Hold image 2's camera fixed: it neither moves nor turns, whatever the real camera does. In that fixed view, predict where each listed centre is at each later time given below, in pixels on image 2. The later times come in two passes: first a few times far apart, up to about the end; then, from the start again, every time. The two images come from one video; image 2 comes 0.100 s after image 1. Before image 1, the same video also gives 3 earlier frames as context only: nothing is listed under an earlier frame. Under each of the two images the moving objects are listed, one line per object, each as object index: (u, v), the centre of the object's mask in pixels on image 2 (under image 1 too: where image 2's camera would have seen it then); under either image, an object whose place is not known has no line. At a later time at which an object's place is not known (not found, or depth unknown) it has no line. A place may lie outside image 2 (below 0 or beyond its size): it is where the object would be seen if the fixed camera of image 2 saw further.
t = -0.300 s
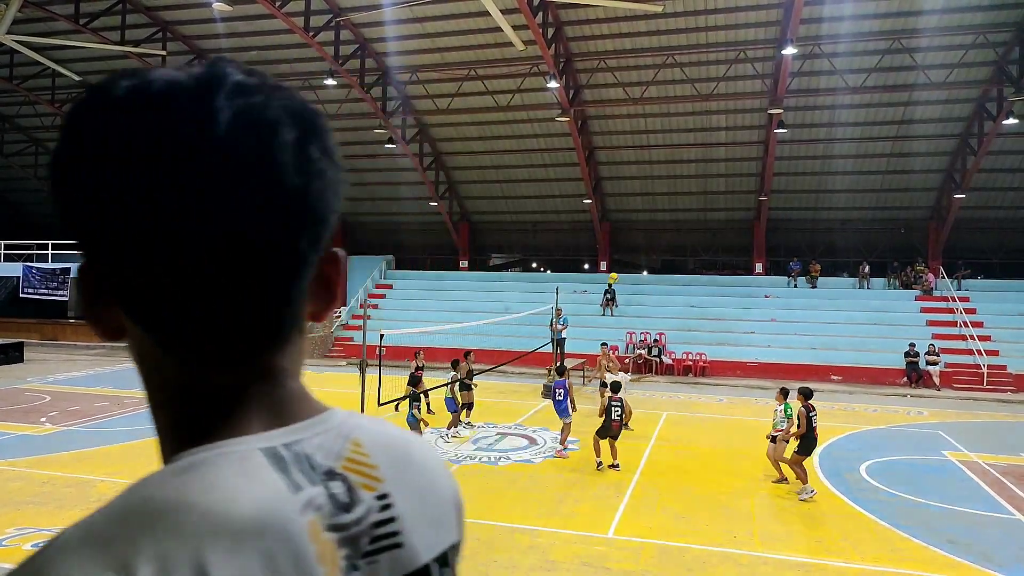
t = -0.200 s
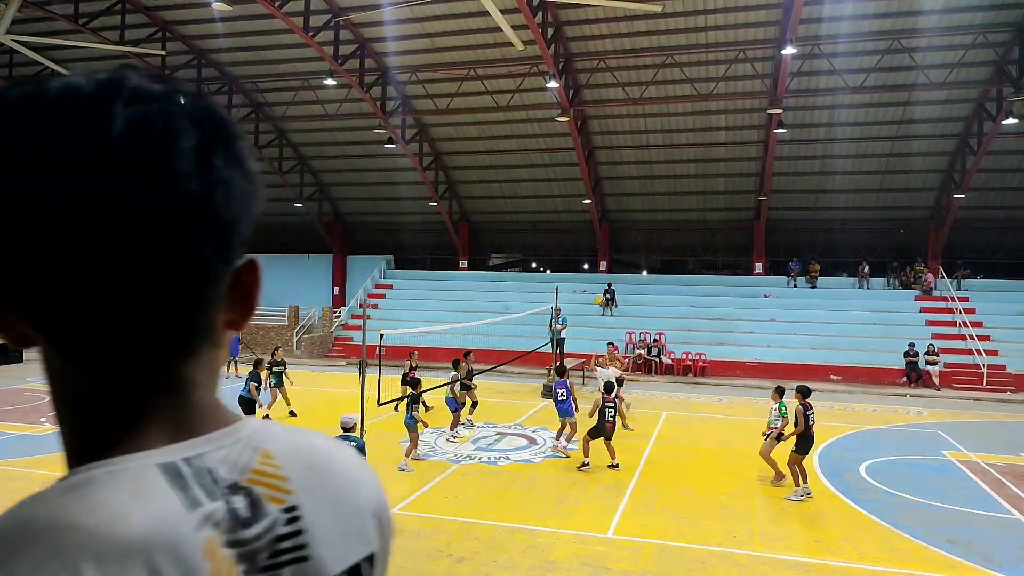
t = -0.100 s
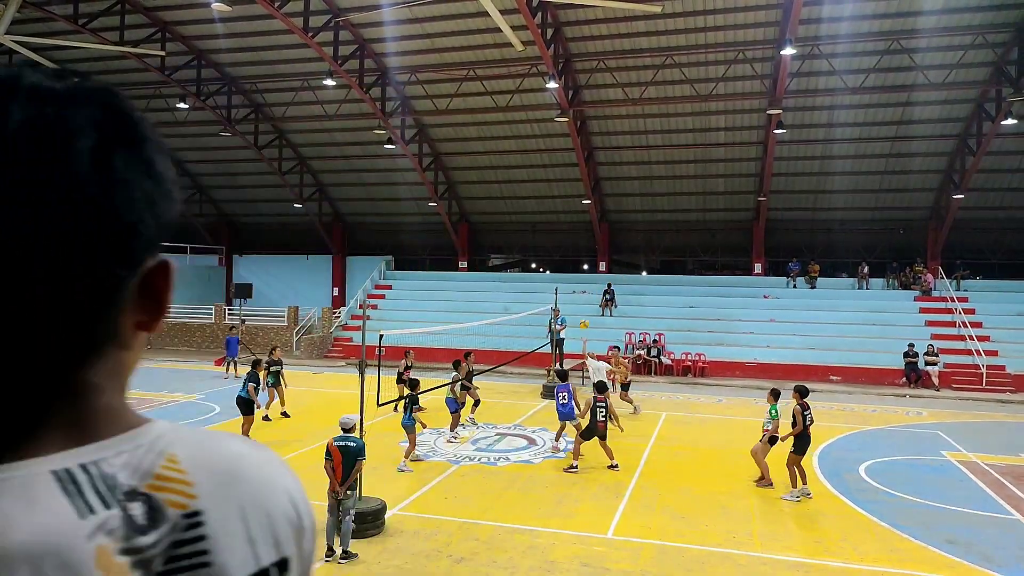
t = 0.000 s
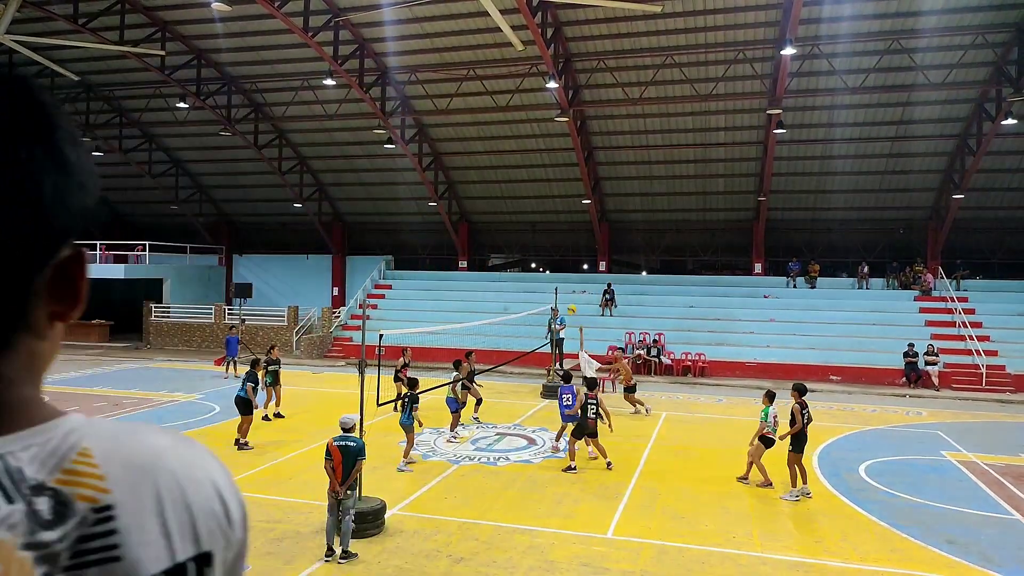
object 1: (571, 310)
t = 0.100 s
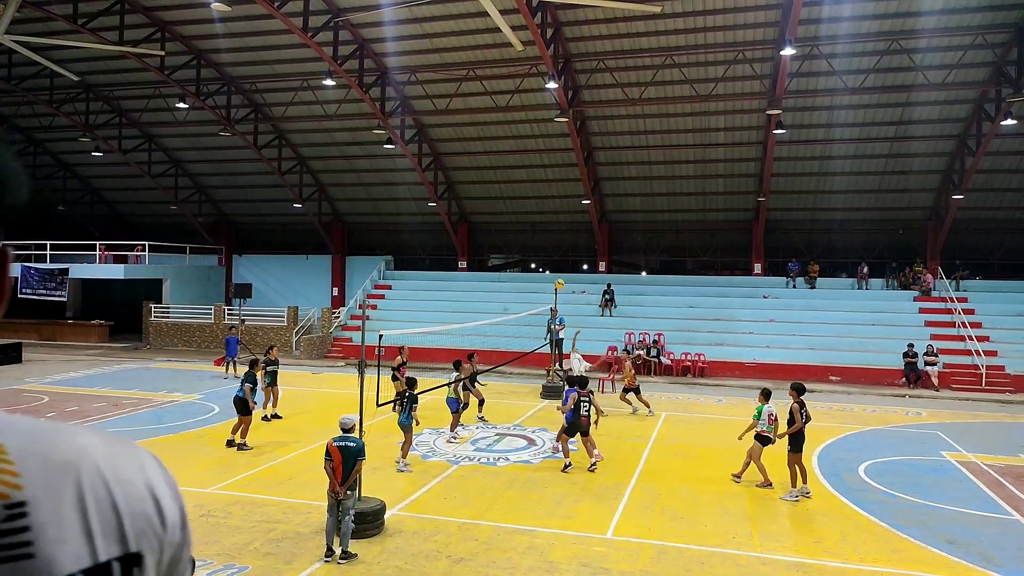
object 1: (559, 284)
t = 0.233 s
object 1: (543, 257)
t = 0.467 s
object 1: (514, 229)
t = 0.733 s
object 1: (480, 227)
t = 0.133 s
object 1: (555, 276)
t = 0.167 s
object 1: (551, 269)
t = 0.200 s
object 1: (547, 263)
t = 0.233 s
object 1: (543, 257)
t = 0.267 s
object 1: (539, 252)
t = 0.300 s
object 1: (535, 247)
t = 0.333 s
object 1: (531, 242)
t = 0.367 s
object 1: (527, 238)
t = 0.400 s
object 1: (522, 235)
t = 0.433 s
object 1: (518, 232)
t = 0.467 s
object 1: (514, 229)
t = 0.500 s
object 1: (510, 227)
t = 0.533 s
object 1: (506, 225)
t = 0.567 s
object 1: (502, 224)
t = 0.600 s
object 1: (497, 224)
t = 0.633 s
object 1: (493, 224)
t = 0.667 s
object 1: (489, 224)
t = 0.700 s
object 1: (485, 225)
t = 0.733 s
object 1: (480, 227)
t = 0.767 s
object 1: (476, 229)
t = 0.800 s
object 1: (472, 232)
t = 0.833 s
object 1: (468, 235)
